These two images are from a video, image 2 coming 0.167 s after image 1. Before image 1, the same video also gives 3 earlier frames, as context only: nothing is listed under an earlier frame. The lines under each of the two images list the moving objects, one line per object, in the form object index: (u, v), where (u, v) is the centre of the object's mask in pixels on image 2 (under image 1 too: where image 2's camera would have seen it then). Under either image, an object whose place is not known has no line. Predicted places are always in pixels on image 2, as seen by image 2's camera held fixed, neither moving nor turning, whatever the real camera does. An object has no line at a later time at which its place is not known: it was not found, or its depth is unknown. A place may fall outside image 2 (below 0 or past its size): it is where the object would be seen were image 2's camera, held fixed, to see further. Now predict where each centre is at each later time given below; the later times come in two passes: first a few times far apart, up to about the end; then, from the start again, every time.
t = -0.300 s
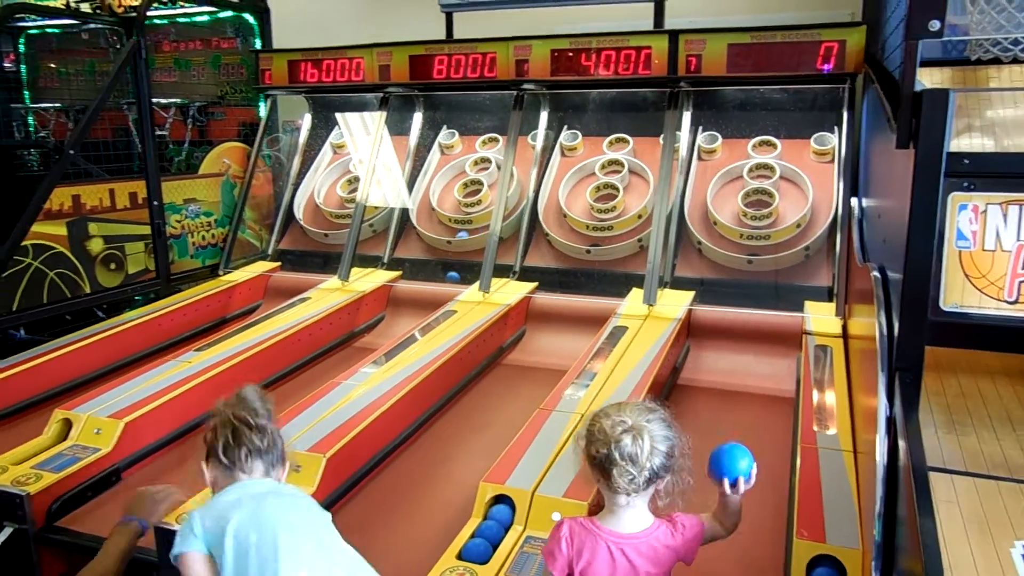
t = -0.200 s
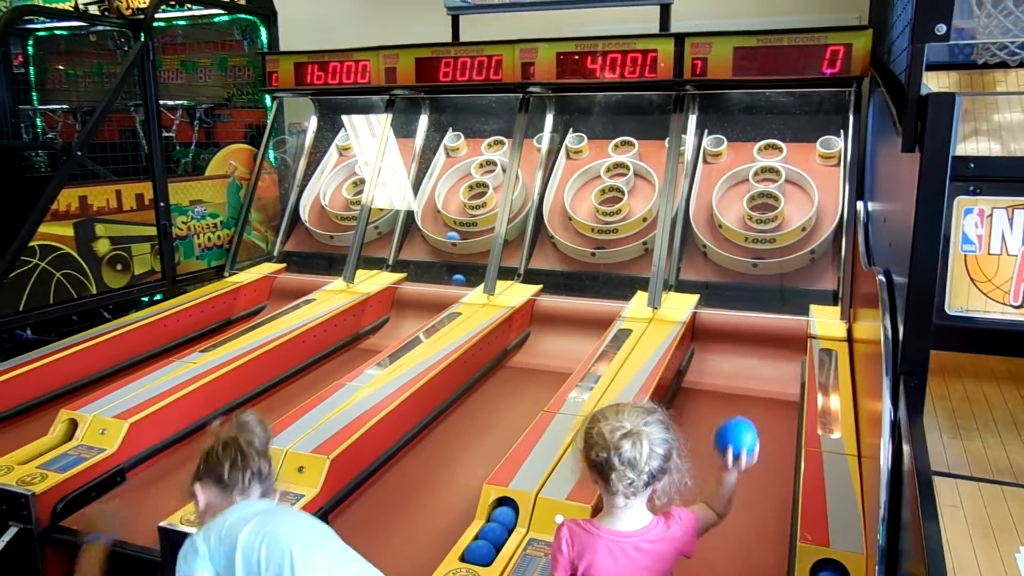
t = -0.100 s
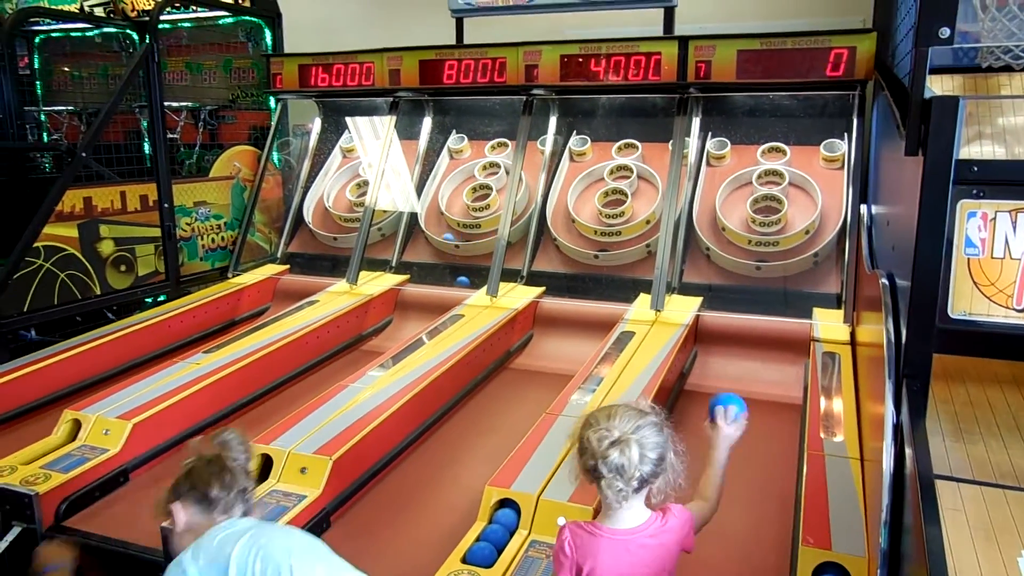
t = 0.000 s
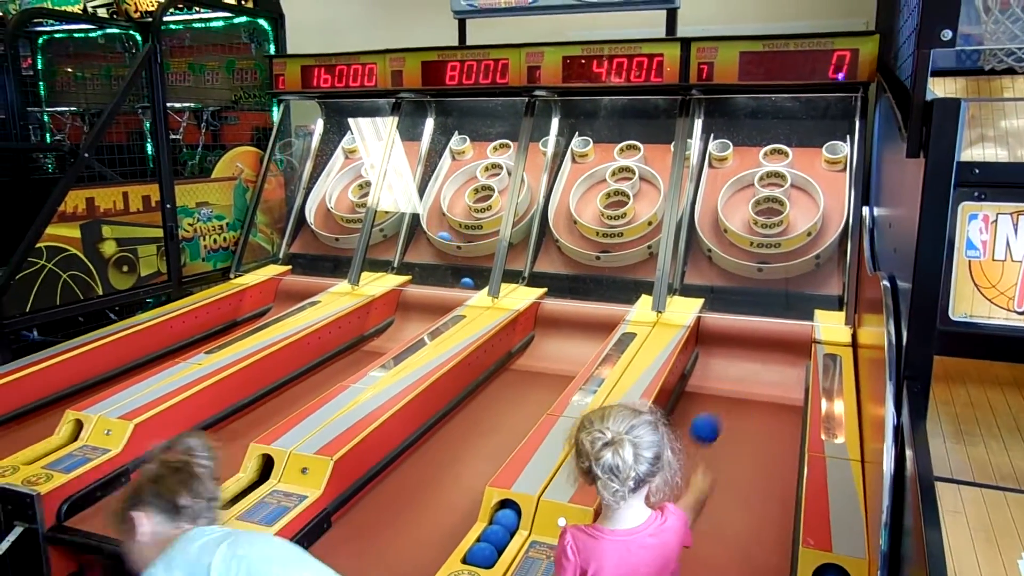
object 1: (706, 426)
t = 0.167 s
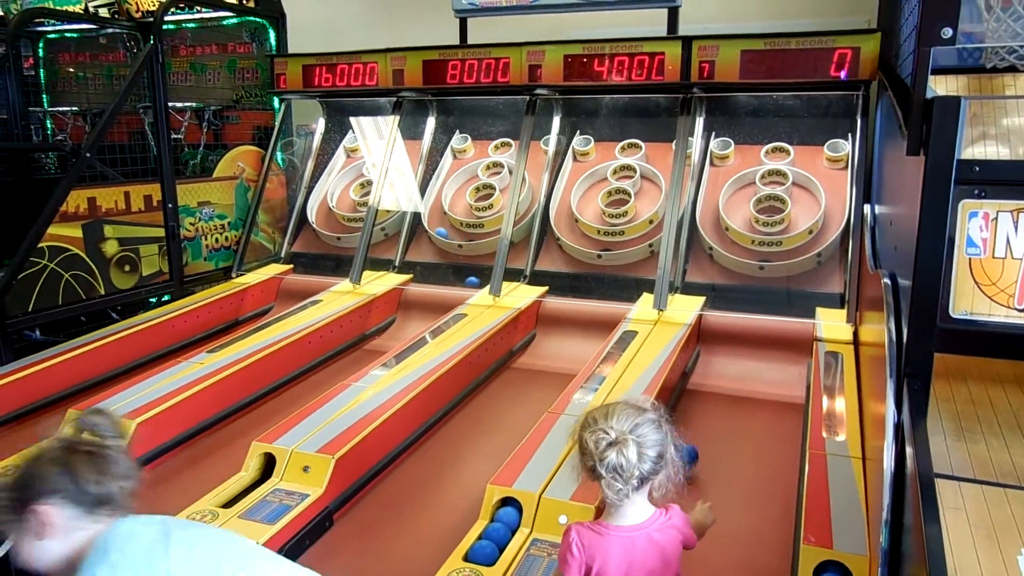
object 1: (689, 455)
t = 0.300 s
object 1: (685, 430)
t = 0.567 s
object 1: (697, 391)
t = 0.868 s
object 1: (720, 353)
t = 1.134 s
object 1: (728, 343)
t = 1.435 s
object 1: (732, 384)
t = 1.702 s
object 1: (740, 418)
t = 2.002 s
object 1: (754, 473)
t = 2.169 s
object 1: (765, 514)
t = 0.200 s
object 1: (689, 448)
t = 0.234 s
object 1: (687, 447)
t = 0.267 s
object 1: (686, 437)
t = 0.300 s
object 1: (685, 430)
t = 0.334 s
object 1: (684, 425)
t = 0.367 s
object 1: (682, 417)
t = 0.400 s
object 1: (684, 413)
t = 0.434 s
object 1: (687, 409)
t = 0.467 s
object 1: (689, 403)
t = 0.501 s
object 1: (692, 399)
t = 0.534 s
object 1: (695, 395)
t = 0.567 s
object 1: (697, 391)
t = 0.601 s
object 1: (700, 387)
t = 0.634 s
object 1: (703, 382)
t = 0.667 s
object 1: (705, 378)
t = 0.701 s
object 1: (707, 375)
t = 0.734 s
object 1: (710, 371)
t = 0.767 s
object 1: (712, 368)
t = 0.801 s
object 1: (715, 363)
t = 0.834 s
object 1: (718, 357)
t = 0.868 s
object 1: (720, 353)
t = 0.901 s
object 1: (722, 348)
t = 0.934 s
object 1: (724, 342)
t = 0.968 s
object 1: (725, 337)
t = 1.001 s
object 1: (726, 335)
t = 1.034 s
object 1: (727, 335)
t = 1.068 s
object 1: (727, 336)
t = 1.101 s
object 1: (728, 339)
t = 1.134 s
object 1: (728, 343)
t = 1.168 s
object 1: (729, 349)
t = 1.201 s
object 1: (729, 354)
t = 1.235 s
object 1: (729, 358)
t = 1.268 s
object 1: (729, 363)
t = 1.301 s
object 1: (730, 368)
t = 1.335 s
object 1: (730, 373)
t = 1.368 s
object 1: (731, 376)
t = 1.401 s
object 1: (732, 380)
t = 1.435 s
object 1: (732, 384)
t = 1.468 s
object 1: (733, 387)
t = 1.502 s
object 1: (734, 391)
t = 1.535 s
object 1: (735, 395)
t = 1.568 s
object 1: (736, 400)
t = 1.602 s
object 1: (736, 404)
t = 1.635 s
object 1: (737, 408)
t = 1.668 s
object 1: (739, 413)
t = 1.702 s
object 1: (740, 418)
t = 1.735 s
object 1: (741, 424)
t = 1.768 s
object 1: (742, 428)
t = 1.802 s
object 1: (743, 434)
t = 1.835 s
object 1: (745, 440)
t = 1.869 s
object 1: (746, 446)
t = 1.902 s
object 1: (748, 452)
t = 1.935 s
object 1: (750, 459)
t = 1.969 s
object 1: (752, 465)
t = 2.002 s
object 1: (754, 473)
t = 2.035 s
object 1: (755, 480)
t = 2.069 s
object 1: (757, 488)
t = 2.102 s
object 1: (759, 496)
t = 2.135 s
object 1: (762, 505)
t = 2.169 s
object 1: (765, 514)
